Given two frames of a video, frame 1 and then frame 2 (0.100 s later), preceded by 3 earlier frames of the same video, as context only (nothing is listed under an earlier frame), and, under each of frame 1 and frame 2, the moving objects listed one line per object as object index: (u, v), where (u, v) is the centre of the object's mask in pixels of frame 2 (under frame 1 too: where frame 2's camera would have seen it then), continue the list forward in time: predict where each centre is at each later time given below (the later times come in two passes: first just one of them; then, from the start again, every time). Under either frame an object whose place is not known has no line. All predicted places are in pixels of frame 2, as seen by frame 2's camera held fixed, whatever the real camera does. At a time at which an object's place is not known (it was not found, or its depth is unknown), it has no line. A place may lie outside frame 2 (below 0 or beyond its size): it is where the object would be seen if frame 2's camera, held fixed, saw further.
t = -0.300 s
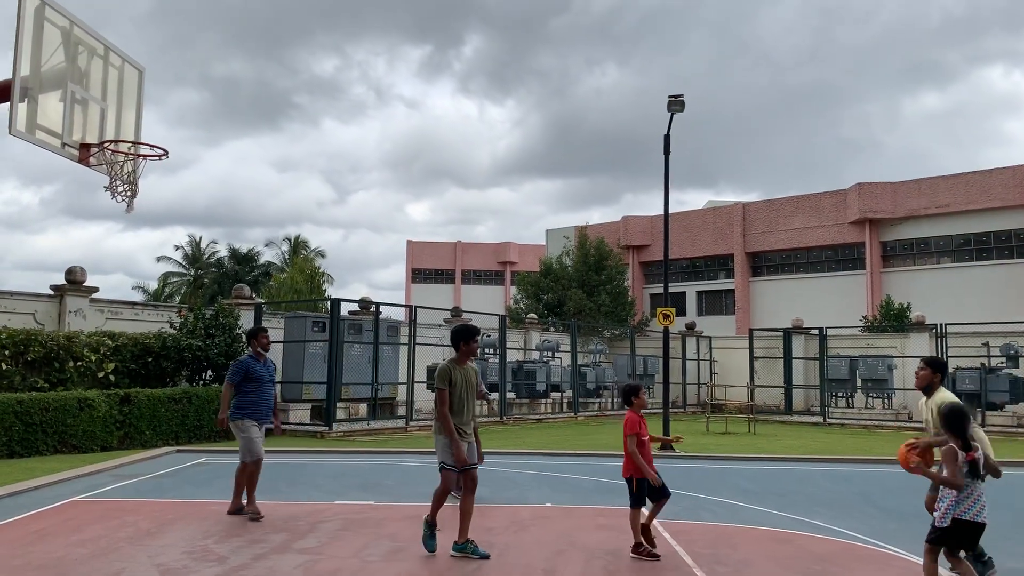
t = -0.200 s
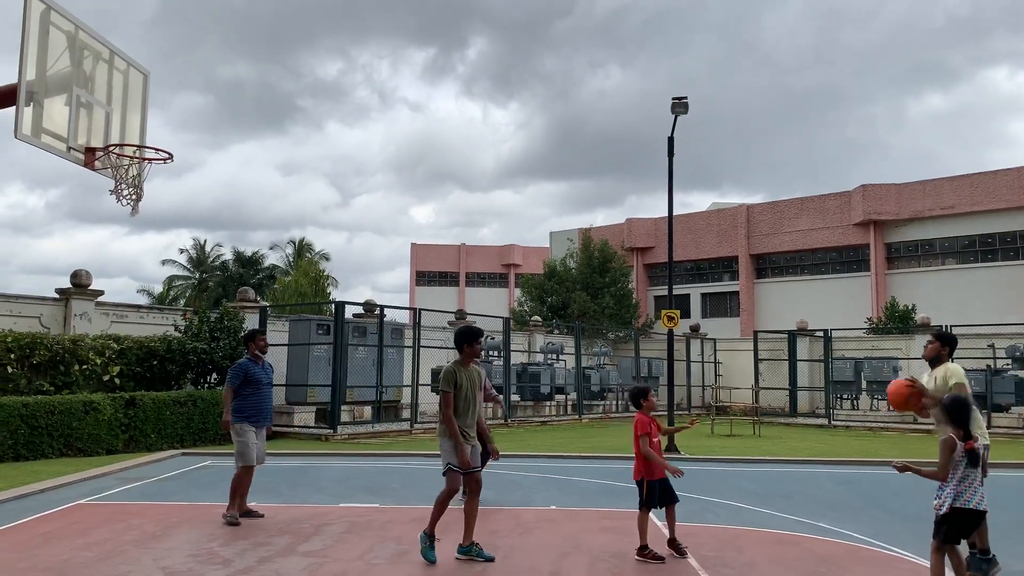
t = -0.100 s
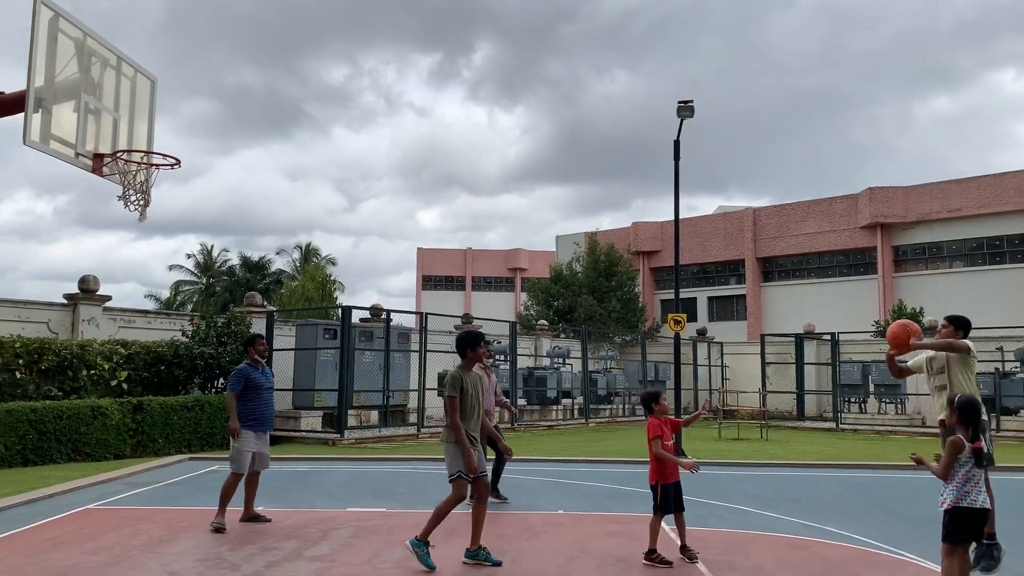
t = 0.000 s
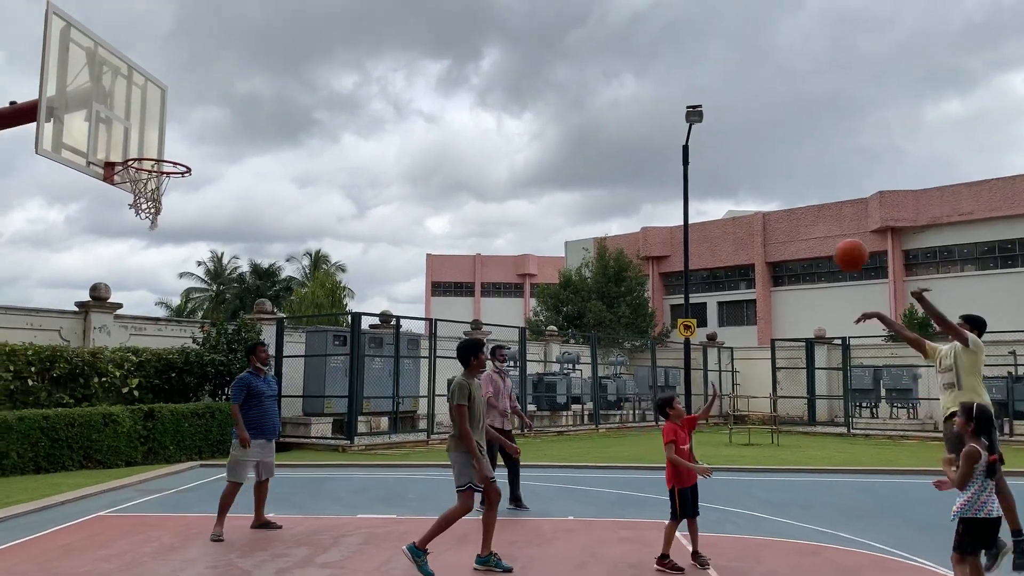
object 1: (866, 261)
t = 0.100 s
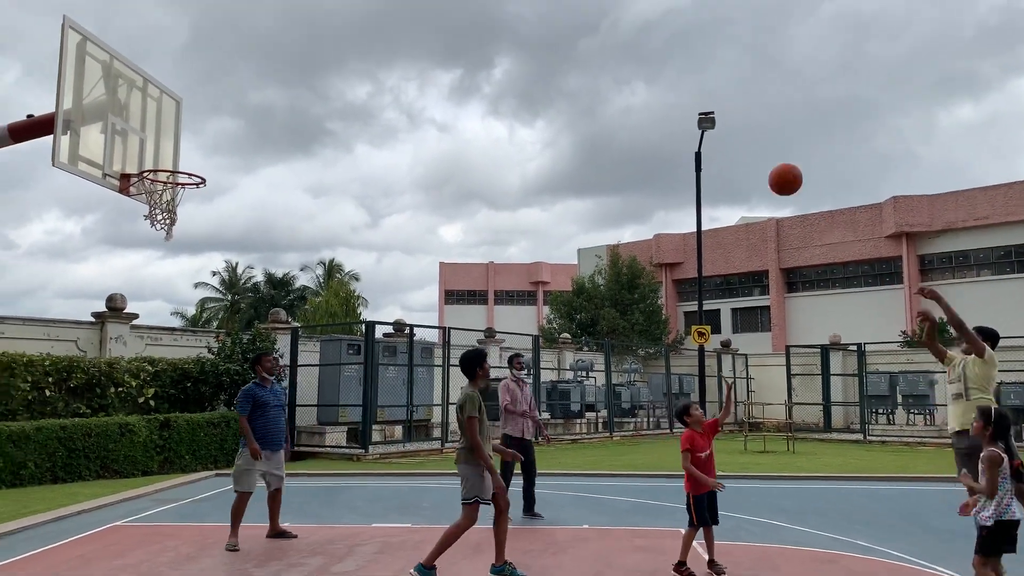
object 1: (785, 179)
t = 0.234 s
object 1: (685, 97)
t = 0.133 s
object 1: (760, 156)
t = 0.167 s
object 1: (734, 135)
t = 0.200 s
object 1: (709, 114)
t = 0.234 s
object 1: (685, 97)
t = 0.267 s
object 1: (661, 80)
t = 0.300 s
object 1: (637, 66)
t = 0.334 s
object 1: (614, 53)
